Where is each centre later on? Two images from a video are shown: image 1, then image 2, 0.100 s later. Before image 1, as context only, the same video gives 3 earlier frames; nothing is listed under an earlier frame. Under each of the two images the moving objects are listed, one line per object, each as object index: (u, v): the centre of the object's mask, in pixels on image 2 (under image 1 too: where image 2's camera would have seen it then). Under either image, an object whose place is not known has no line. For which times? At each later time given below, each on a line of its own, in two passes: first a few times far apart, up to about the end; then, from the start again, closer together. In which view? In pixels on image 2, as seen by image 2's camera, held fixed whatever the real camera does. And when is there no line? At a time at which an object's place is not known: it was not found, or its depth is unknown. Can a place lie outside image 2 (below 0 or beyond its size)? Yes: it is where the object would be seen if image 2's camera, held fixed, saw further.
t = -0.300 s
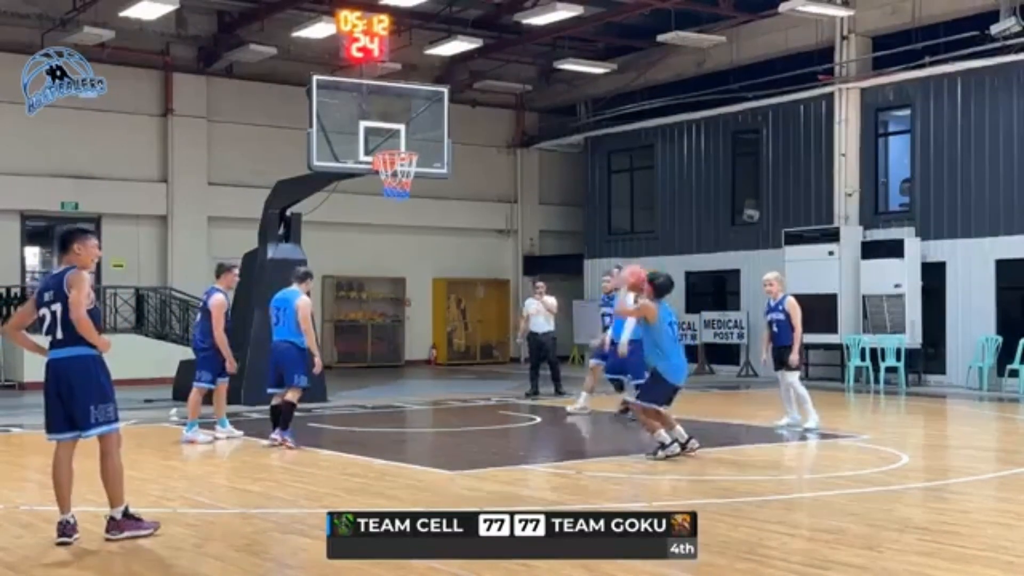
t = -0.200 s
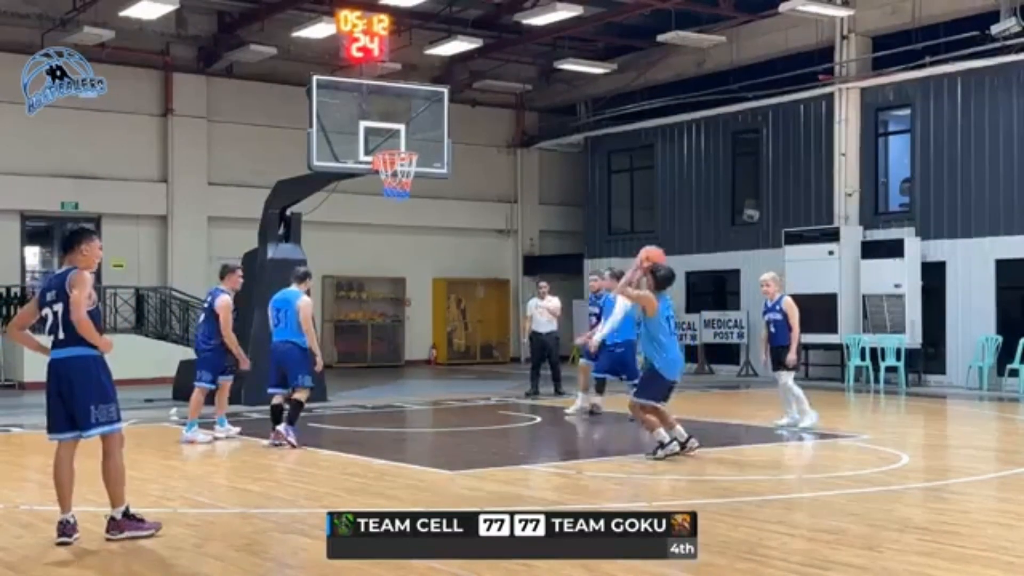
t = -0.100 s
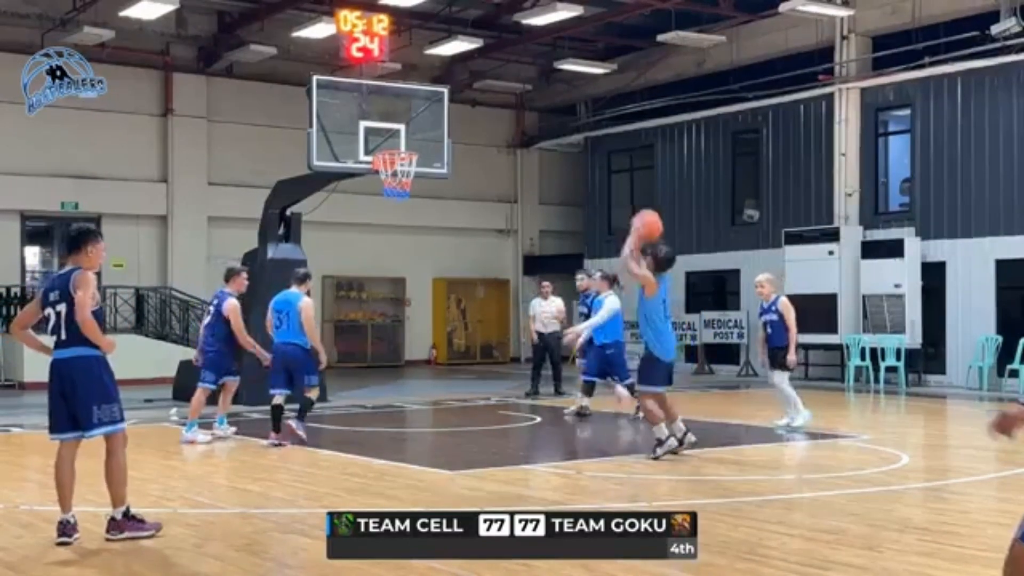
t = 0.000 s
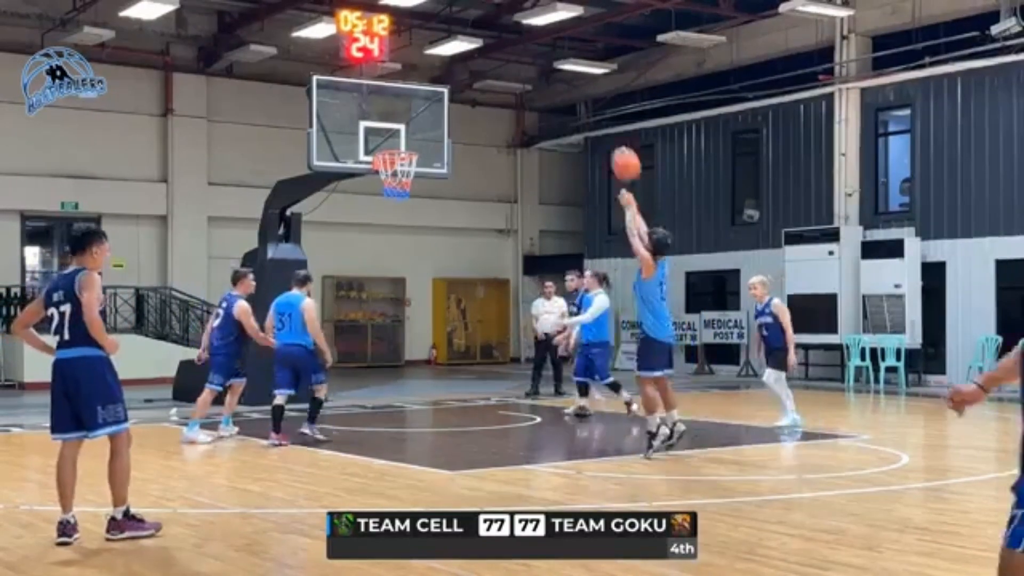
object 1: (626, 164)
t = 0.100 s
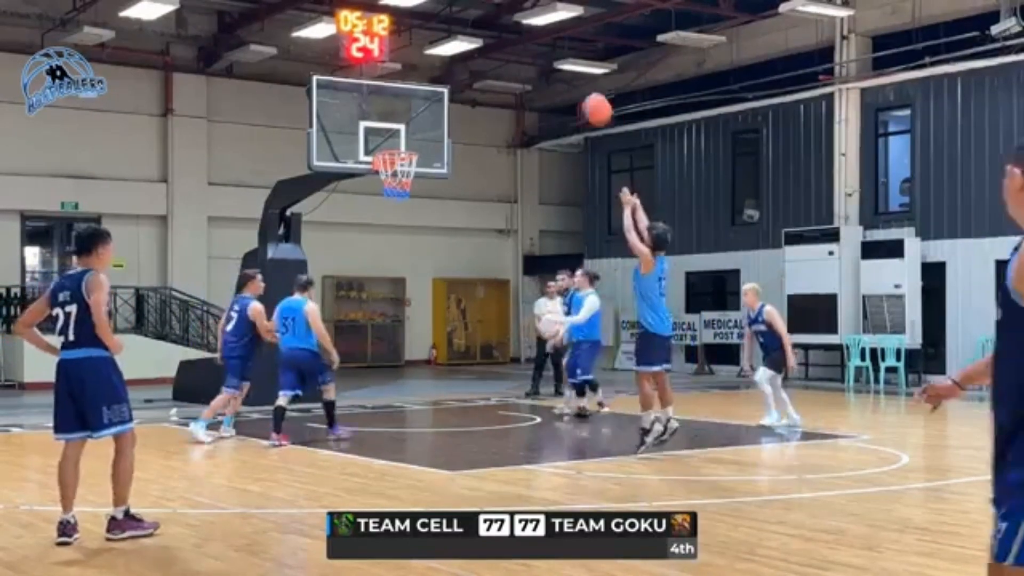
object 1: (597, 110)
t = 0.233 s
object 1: (561, 56)
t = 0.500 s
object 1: (500, 15)
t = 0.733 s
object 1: (455, 36)
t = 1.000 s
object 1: (410, 116)
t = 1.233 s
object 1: (390, 186)
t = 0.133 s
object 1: (588, 94)
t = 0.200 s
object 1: (569, 68)
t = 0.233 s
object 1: (561, 56)
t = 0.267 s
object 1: (553, 48)
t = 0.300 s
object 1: (545, 39)
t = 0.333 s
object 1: (537, 34)
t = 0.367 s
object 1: (528, 27)
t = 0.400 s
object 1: (521, 22)
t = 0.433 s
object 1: (514, 19)
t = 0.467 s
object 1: (508, 16)
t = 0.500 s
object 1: (500, 15)
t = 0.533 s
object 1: (494, 15)
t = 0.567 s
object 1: (487, 17)
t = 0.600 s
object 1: (480, 19)
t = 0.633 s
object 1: (474, 22)
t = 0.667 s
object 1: (467, 26)
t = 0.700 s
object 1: (461, 30)
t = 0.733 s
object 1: (455, 36)
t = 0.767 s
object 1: (449, 44)
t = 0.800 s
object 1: (443, 54)
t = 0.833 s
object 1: (436, 63)
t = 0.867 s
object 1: (432, 71)
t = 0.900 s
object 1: (426, 80)
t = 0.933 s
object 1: (421, 92)
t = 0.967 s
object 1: (414, 104)
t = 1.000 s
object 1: (410, 116)
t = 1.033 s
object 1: (406, 130)
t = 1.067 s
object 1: (400, 143)
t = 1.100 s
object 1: (396, 151)
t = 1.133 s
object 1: (393, 177)
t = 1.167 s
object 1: (392, 180)
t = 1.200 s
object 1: (390, 181)
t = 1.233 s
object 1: (390, 186)
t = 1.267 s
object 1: (388, 192)
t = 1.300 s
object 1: (388, 197)
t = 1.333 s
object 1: (387, 206)
